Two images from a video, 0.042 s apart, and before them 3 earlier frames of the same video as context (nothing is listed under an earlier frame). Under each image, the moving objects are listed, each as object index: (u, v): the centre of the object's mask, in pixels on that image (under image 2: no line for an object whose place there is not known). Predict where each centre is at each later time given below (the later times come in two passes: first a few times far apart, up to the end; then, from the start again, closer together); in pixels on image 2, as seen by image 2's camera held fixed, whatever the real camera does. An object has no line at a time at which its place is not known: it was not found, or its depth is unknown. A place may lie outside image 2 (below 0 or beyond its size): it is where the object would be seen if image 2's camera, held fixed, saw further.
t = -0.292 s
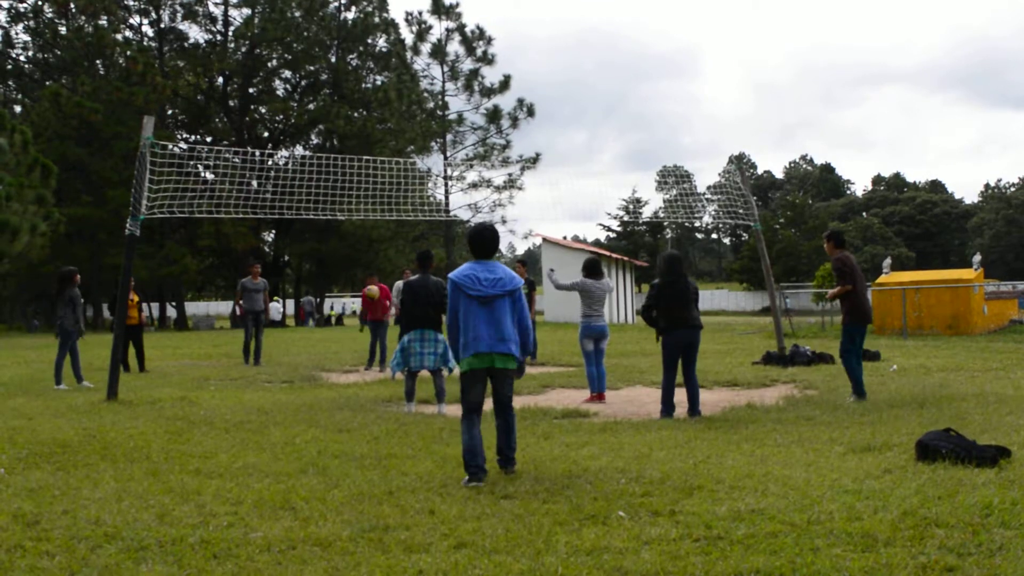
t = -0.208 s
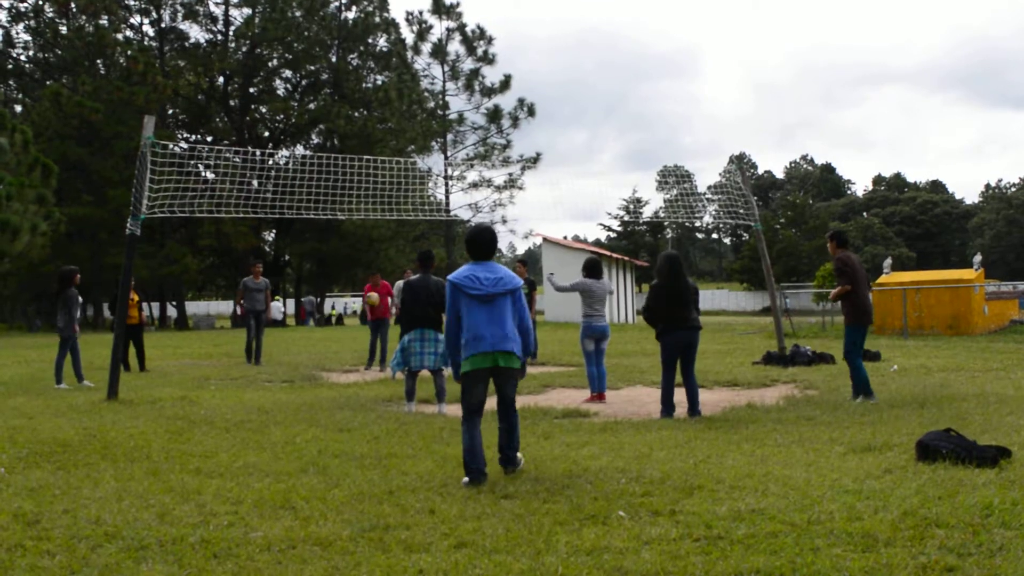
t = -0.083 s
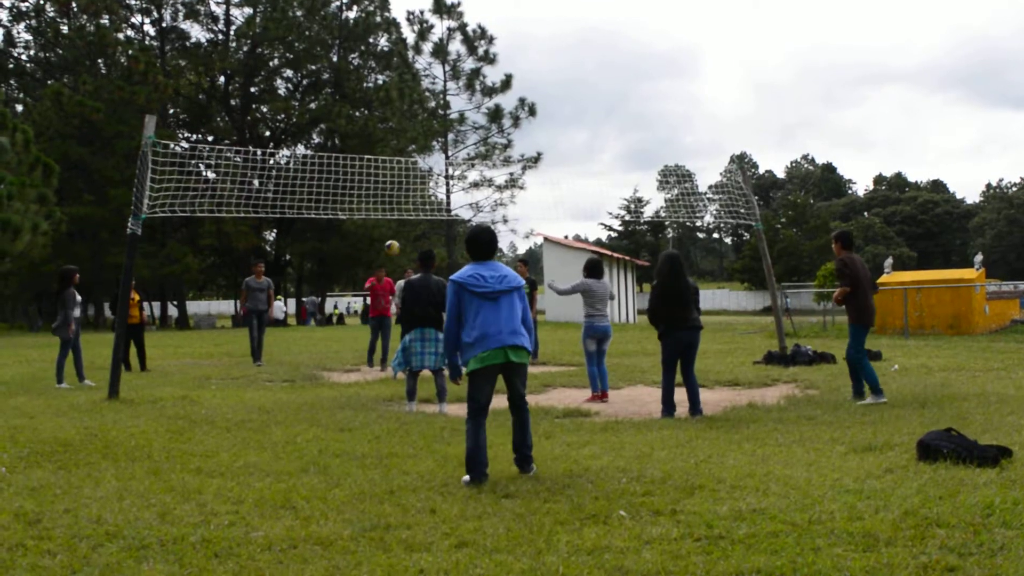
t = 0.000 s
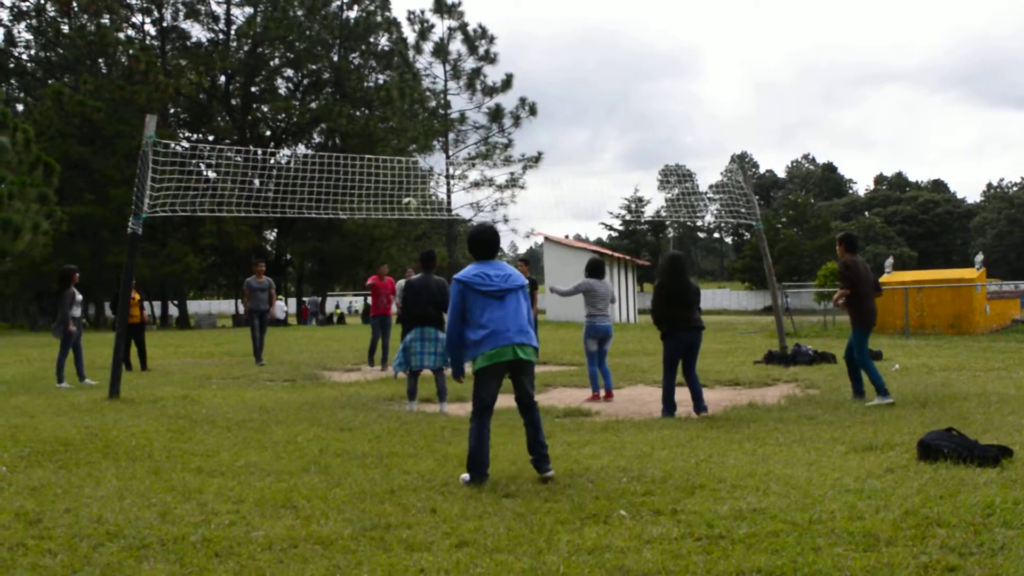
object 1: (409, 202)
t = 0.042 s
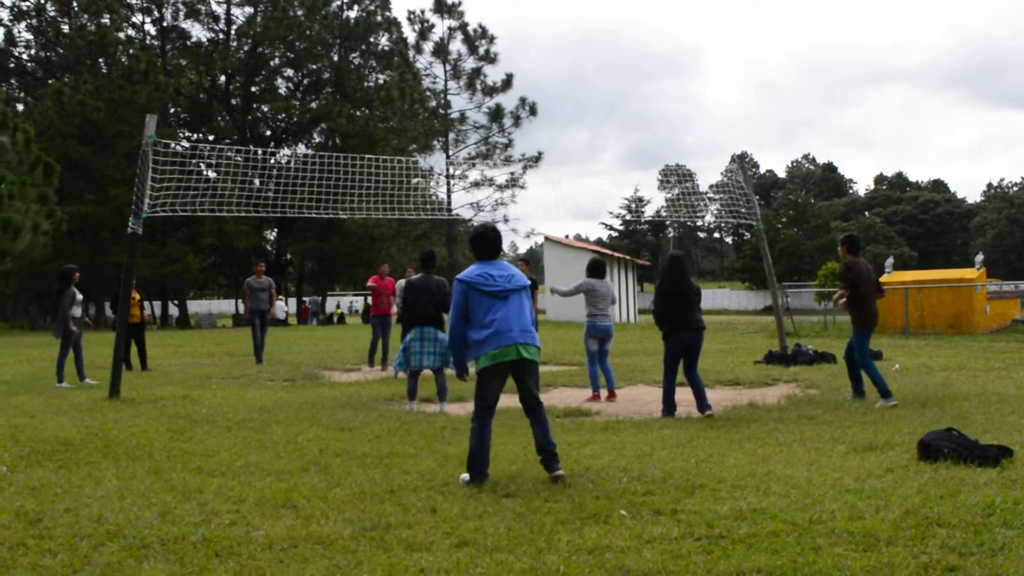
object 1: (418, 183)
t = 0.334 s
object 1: (483, 79)
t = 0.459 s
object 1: (514, 49)
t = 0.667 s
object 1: (569, 25)
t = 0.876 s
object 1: (632, 35)
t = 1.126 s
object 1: (720, 105)
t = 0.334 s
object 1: (483, 79)
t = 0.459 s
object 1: (514, 49)
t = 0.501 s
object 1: (524, 42)
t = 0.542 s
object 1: (535, 36)
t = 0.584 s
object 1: (546, 31)
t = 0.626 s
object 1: (557, 27)
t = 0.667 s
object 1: (569, 25)
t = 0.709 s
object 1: (581, 24)
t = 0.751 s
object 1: (594, 24)
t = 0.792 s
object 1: (606, 26)
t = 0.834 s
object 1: (619, 30)
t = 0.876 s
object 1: (632, 35)
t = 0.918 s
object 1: (646, 42)
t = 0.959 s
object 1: (660, 51)
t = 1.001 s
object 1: (674, 61)
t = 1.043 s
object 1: (689, 73)
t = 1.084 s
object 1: (704, 88)
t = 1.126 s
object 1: (720, 105)
